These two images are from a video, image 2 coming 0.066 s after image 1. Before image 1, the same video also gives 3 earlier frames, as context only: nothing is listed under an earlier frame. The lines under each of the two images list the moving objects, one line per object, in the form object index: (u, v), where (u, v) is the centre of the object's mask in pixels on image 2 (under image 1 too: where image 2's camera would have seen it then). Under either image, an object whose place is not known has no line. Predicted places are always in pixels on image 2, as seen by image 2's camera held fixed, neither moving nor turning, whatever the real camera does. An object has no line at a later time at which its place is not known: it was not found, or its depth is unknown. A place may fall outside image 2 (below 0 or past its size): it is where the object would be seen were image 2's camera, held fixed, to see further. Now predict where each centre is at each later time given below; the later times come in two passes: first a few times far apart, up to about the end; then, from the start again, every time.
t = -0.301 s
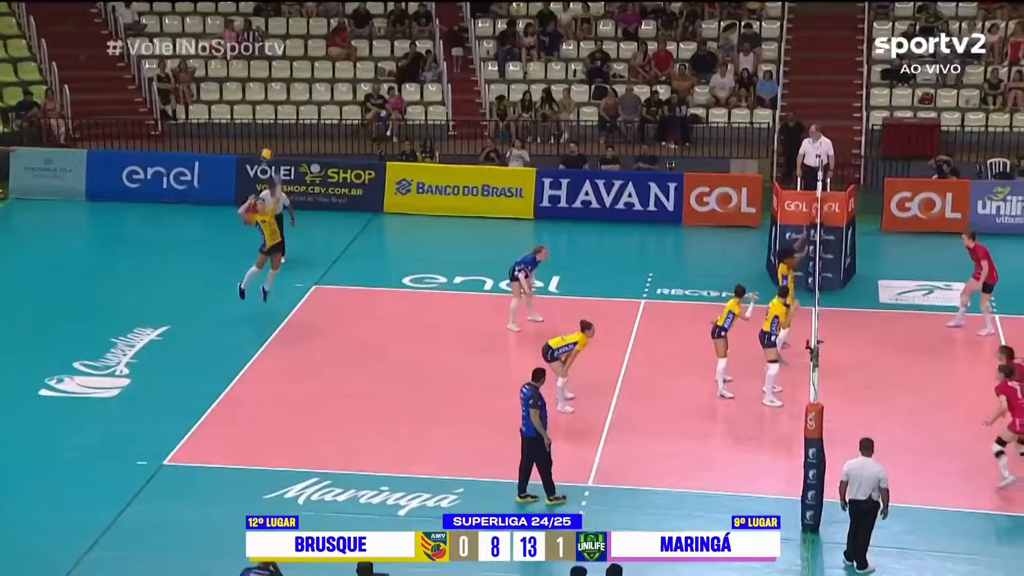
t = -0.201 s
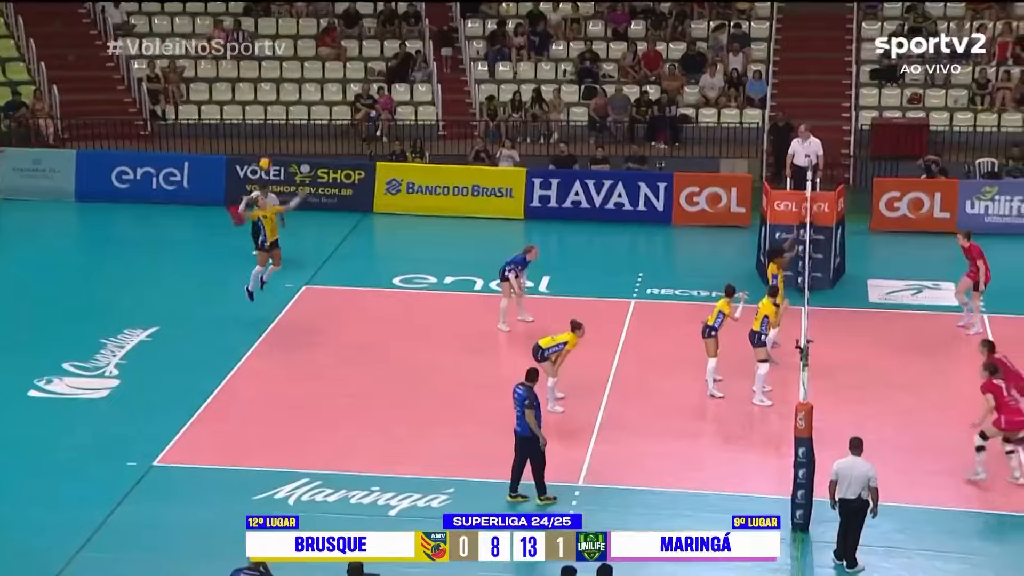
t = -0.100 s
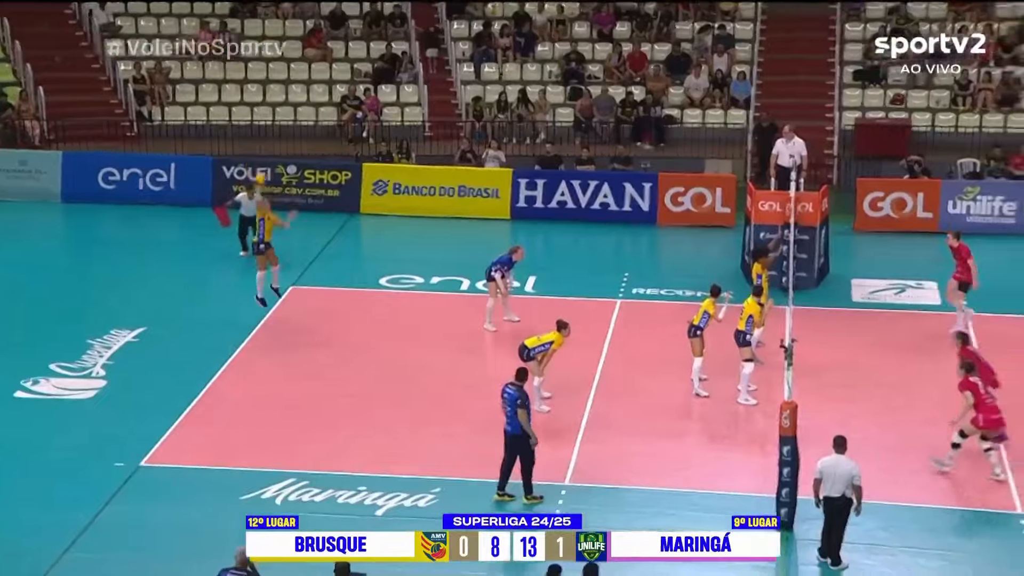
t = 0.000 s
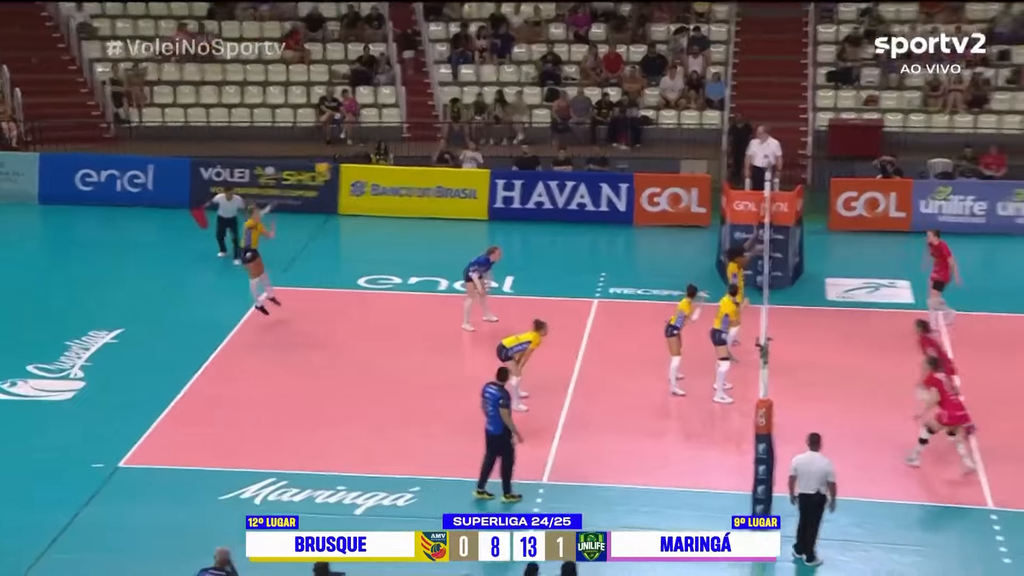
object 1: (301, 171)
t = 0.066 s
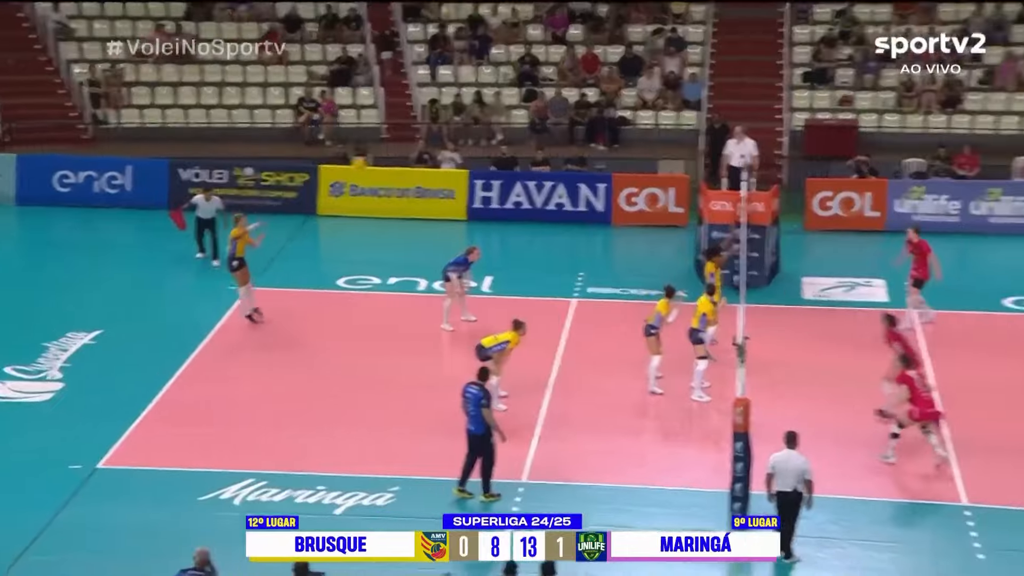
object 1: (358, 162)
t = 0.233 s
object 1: (503, 158)
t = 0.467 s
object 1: (703, 171)
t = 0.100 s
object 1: (388, 160)
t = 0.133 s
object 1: (417, 160)
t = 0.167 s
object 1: (445, 157)
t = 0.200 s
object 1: (474, 158)
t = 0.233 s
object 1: (503, 158)
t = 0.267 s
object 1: (532, 159)
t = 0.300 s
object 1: (561, 159)
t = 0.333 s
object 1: (589, 161)
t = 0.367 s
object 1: (617, 163)
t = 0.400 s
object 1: (646, 165)
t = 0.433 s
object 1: (674, 167)
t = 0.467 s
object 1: (703, 171)
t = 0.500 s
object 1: (732, 175)
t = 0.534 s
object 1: (760, 180)
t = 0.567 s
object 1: (788, 186)
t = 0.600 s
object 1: (816, 192)
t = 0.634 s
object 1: (846, 199)
